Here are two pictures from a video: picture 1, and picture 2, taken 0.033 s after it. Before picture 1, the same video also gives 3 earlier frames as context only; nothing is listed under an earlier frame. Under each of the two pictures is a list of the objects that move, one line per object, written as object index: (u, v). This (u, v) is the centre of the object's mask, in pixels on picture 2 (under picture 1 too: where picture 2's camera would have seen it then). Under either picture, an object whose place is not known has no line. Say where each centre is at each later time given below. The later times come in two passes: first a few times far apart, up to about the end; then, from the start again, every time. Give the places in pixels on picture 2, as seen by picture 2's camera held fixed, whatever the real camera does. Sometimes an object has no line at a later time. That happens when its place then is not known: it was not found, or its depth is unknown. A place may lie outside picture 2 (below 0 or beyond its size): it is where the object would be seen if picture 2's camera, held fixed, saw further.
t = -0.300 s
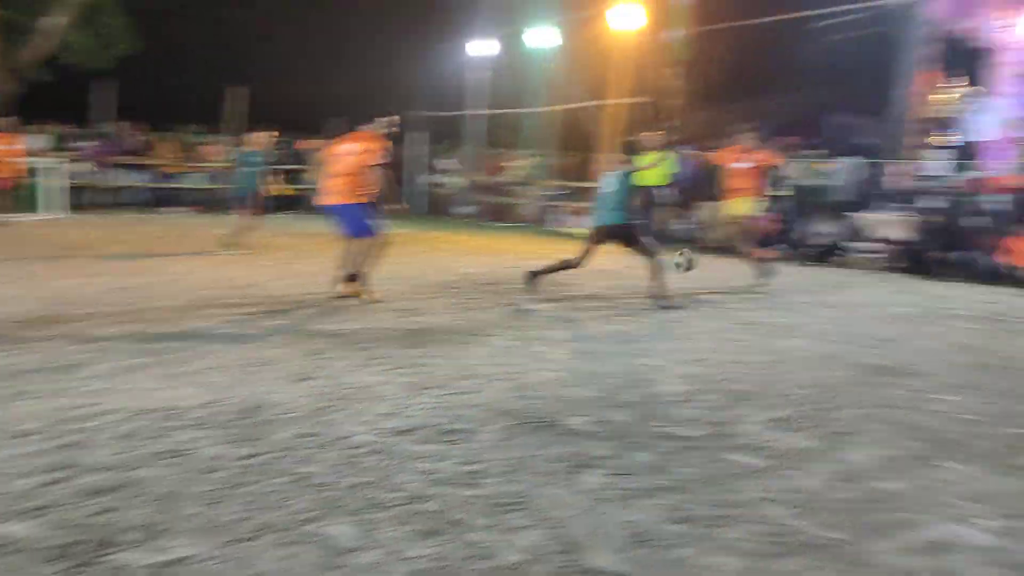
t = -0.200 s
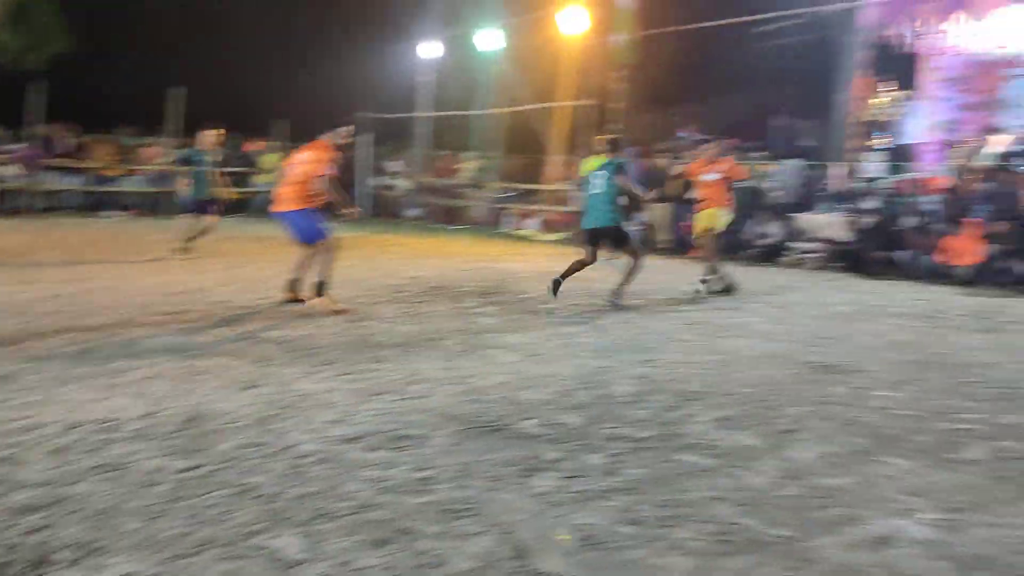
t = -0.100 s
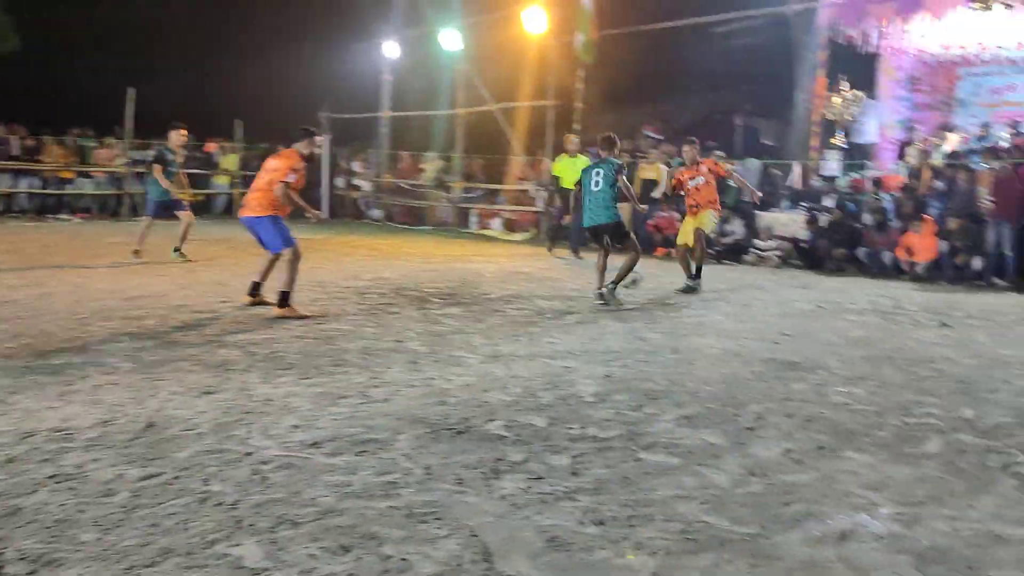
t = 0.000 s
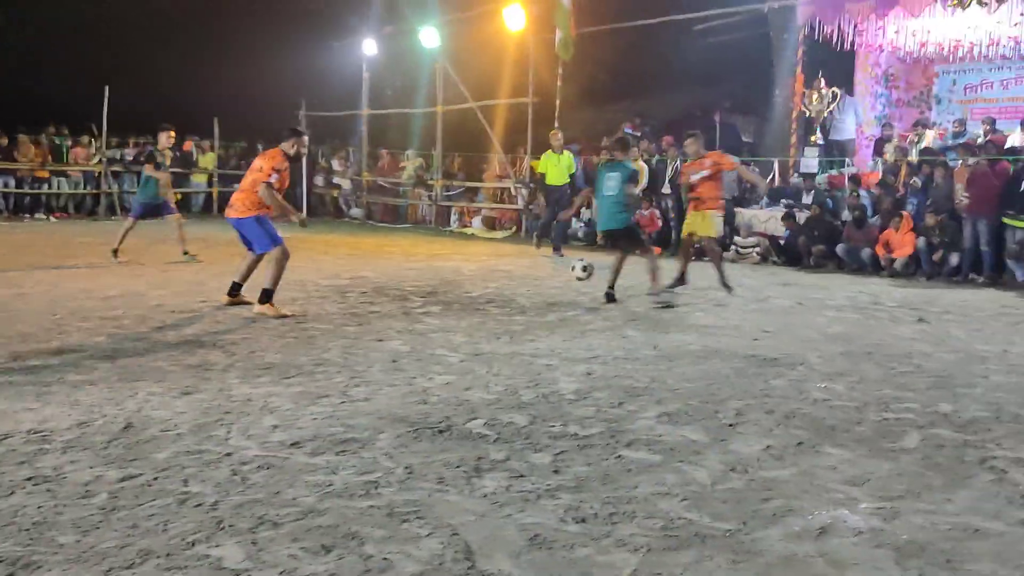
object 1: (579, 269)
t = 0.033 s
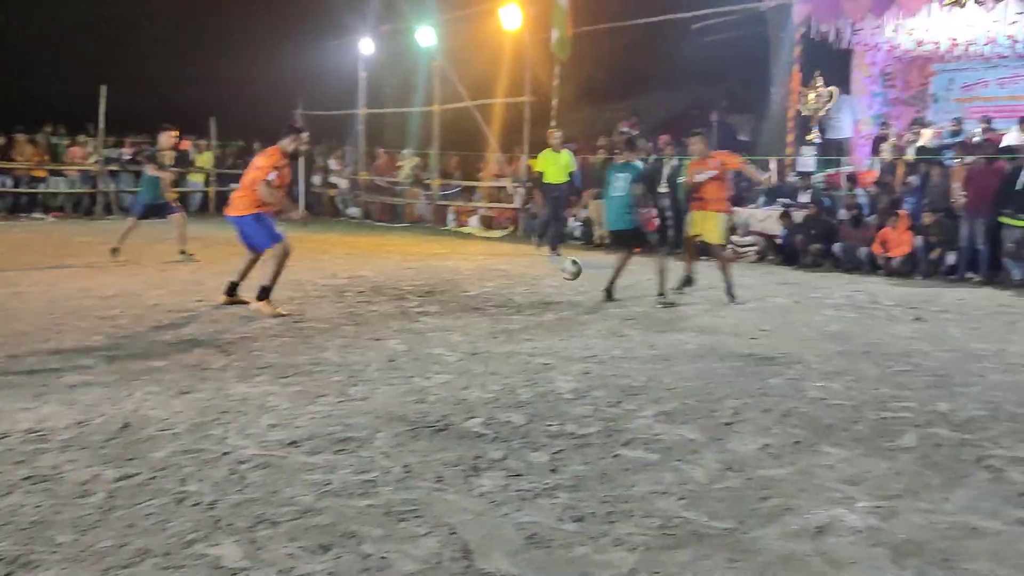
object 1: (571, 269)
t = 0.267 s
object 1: (510, 278)
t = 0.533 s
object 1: (454, 284)
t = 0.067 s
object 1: (560, 269)
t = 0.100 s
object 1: (554, 273)
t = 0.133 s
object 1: (544, 276)
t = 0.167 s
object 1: (534, 281)
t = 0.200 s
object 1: (526, 288)
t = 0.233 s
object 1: (518, 282)
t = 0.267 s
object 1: (510, 278)
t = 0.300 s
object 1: (502, 274)
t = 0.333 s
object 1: (494, 272)
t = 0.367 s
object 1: (486, 272)
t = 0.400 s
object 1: (479, 271)
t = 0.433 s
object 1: (473, 273)
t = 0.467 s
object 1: (464, 275)
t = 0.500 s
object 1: (459, 279)
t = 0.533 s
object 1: (454, 284)
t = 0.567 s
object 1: (447, 286)
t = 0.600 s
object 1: (439, 280)
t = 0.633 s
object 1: (432, 279)
